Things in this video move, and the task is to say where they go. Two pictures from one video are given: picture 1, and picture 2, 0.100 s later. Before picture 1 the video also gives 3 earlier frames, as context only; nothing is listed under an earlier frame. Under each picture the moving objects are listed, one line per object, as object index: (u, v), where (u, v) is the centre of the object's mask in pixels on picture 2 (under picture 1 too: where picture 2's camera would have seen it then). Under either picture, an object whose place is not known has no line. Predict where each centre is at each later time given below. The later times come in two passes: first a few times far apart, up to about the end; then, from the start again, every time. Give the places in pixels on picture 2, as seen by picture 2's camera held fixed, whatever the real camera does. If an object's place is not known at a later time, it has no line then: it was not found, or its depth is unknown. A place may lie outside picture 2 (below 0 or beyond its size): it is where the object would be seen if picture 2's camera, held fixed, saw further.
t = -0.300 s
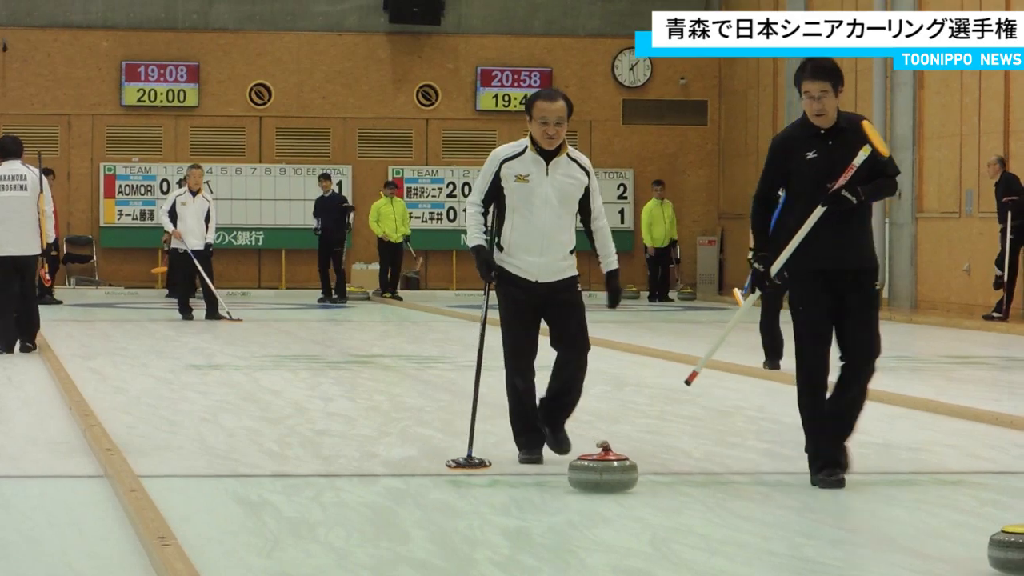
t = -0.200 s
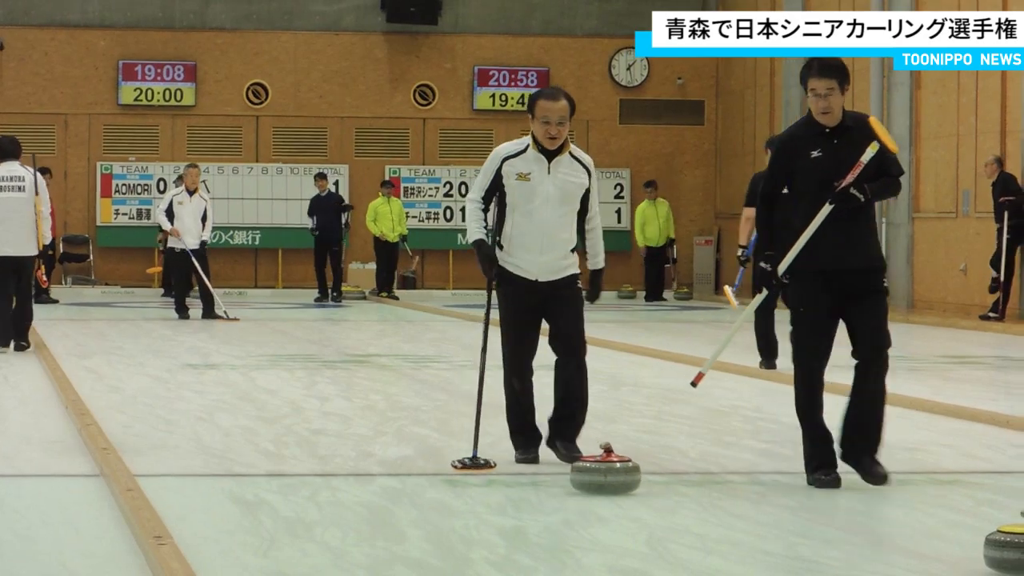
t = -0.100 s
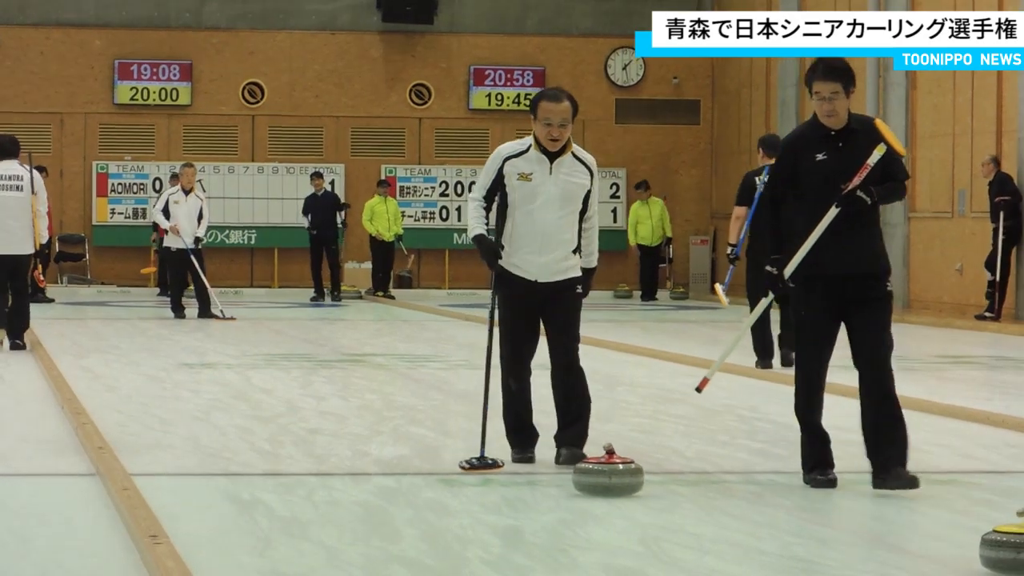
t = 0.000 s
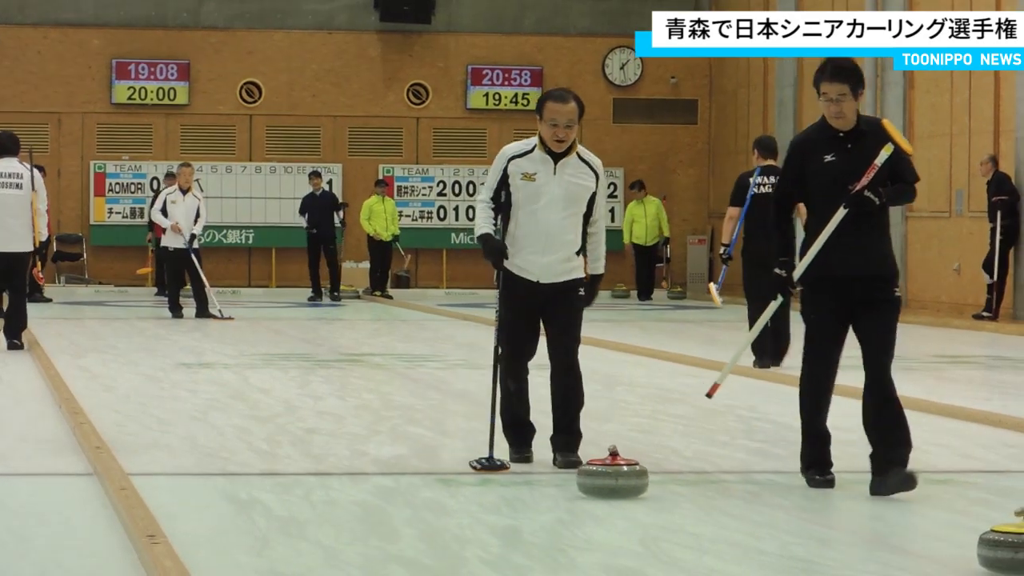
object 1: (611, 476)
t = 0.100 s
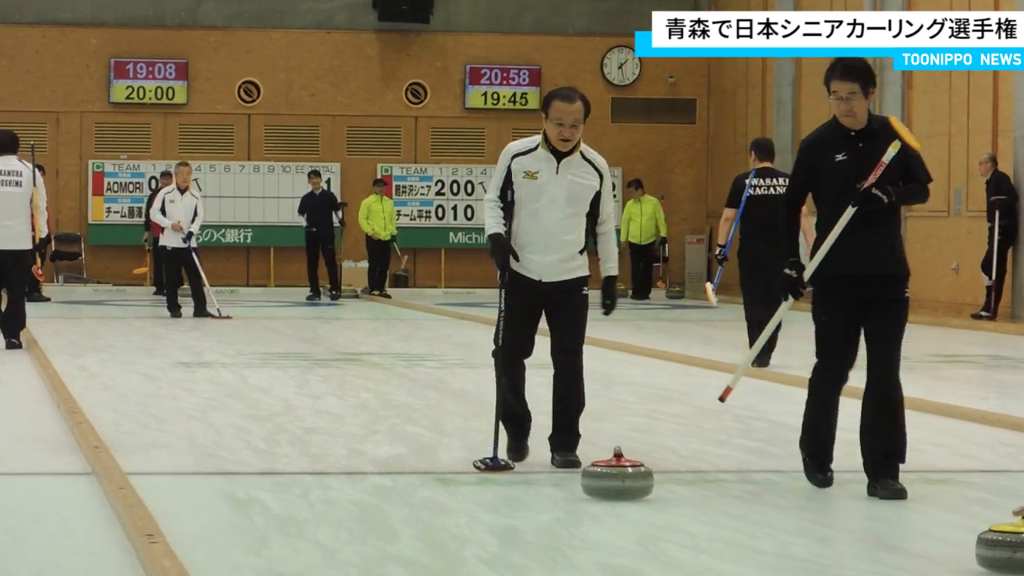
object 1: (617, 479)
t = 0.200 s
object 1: (624, 481)
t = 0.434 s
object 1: (640, 486)
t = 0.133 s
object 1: (620, 479)
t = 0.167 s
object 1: (622, 480)
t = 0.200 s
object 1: (624, 481)
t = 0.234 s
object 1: (626, 482)
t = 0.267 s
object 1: (628, 482)
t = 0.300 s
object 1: (631, 483)
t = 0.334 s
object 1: (633, 483)
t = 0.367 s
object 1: (635, 484)
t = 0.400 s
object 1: (637, 485)
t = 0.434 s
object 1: (640, 486)
